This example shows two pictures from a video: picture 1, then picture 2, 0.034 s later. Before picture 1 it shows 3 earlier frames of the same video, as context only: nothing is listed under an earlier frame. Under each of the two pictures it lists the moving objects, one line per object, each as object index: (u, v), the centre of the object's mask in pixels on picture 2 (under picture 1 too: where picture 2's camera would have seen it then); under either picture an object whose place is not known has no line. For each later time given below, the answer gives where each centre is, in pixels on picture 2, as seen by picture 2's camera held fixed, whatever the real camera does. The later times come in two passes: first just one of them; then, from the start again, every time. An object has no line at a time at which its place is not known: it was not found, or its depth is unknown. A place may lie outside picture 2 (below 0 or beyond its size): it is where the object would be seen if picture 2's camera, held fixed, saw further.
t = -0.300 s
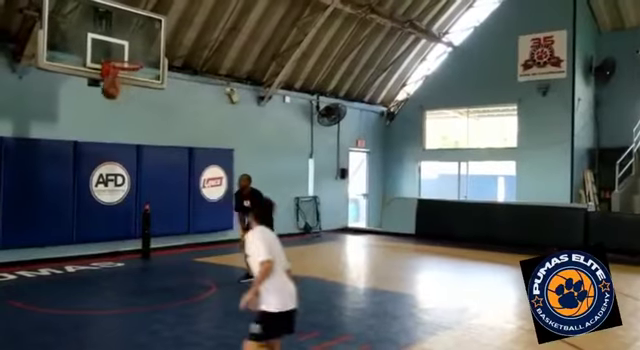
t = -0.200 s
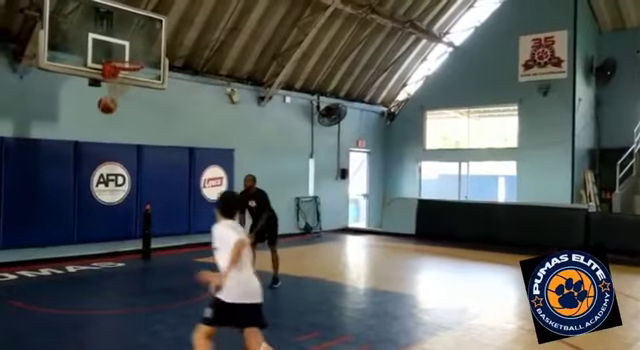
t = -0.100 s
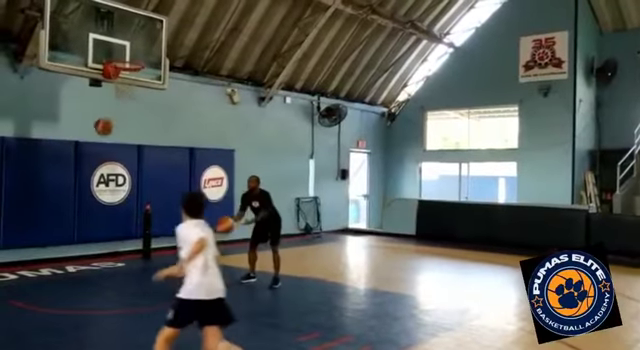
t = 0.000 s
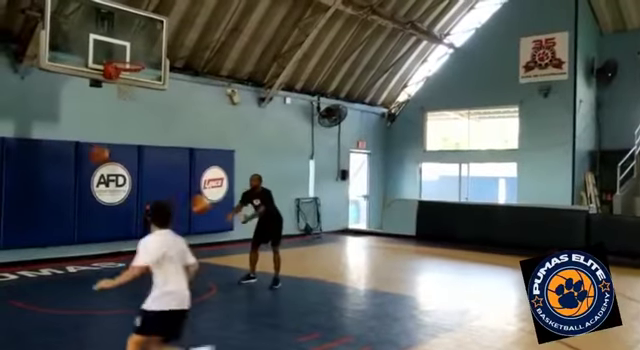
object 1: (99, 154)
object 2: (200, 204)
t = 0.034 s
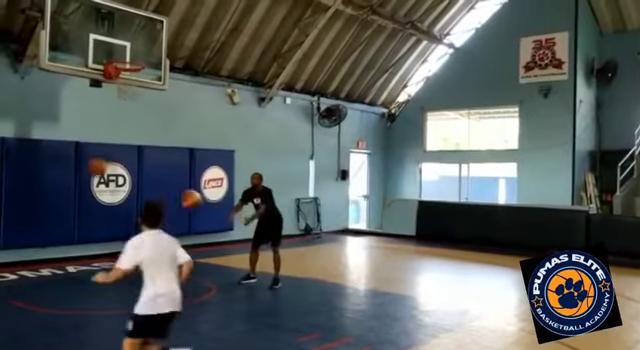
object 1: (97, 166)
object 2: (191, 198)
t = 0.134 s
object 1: (92, 207)
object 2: (161, 185)
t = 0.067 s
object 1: (95, 179)
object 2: (181, 194)
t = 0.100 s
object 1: (92, 193)
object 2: (171, 189)
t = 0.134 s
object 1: (92, 207)
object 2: (161, 185)
